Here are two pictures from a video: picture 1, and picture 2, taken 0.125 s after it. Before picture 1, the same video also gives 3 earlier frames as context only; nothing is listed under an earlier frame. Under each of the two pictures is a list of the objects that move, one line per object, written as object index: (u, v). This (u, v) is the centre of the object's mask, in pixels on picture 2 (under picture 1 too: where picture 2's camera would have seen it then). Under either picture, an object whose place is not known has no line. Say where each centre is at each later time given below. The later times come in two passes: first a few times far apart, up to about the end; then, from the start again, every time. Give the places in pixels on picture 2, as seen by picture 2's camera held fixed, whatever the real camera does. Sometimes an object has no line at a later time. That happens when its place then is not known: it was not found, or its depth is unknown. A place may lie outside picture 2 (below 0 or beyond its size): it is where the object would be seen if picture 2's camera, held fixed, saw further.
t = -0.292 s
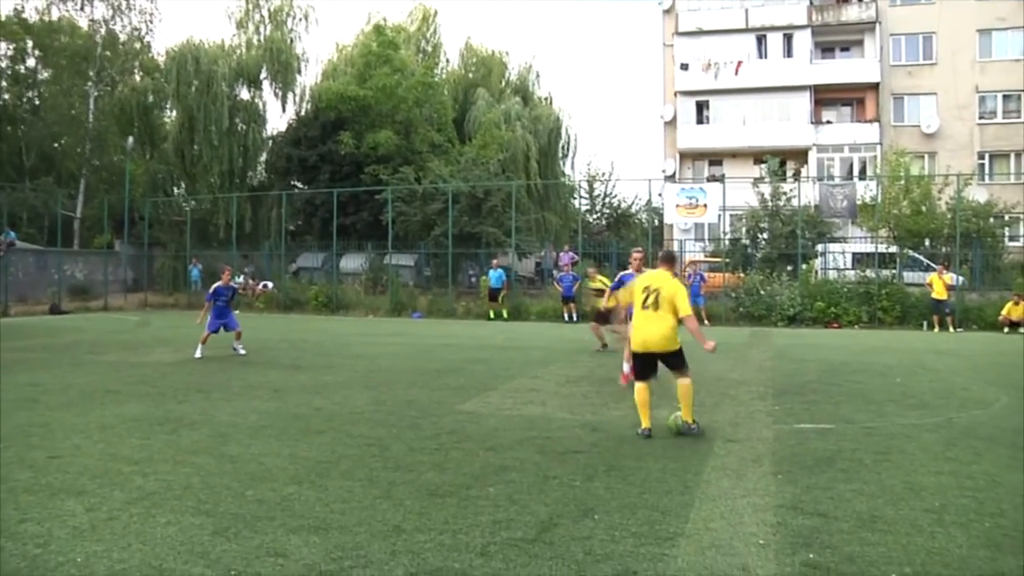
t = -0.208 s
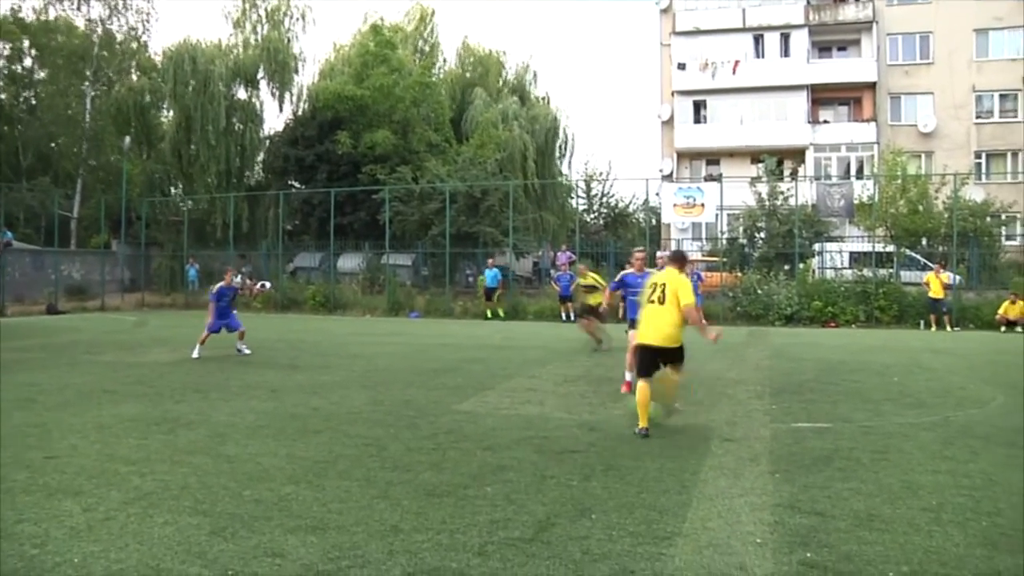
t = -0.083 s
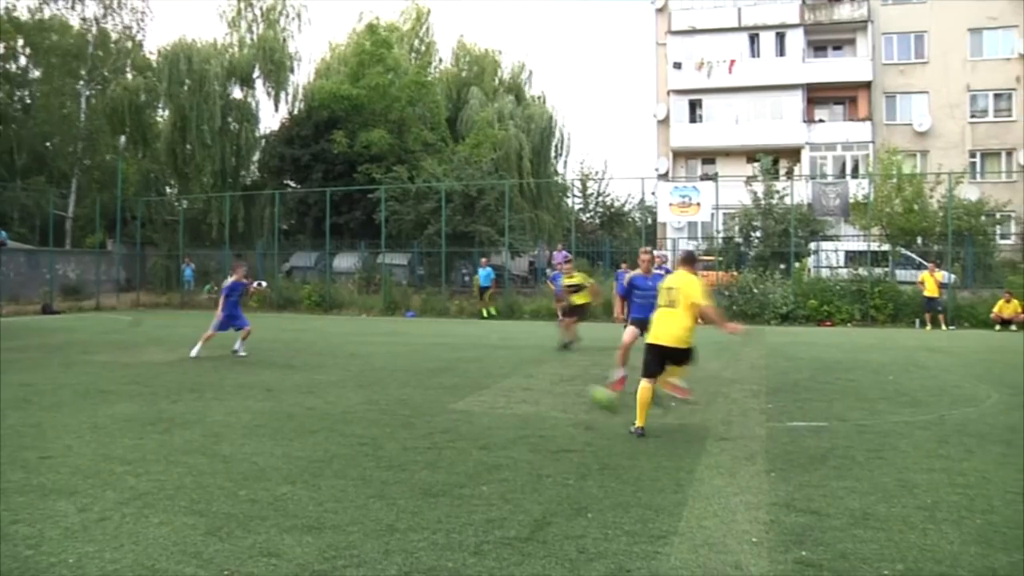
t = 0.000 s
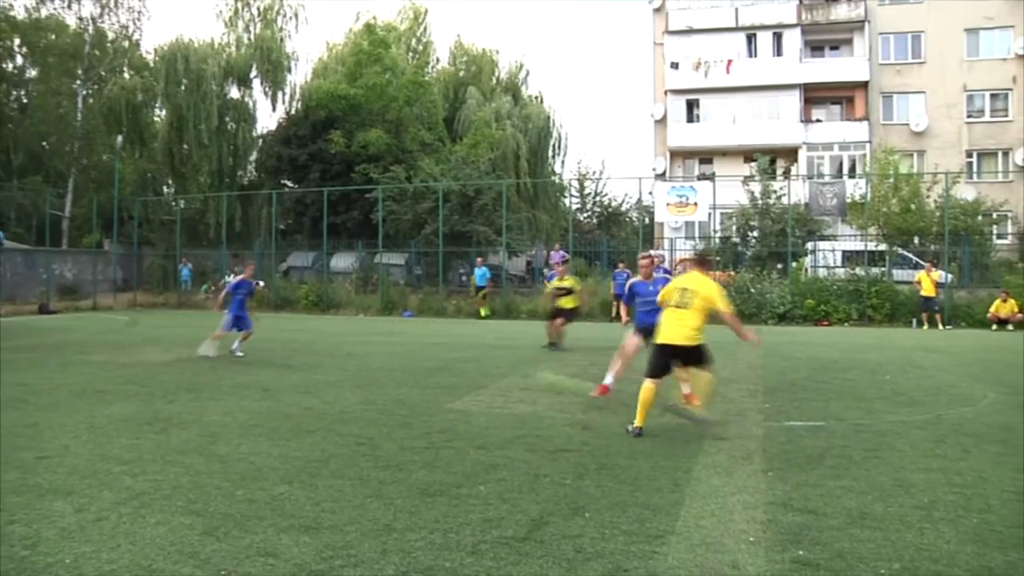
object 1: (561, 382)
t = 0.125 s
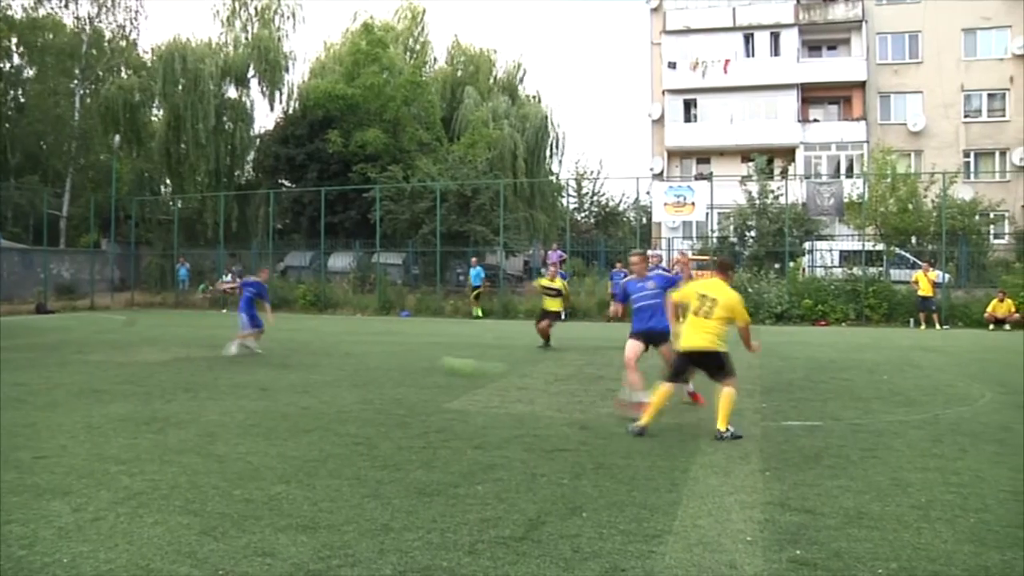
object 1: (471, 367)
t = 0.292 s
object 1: (324, 367)
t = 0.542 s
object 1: (100, 414)
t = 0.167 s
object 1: (430, 364)
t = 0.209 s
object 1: (404, 363)
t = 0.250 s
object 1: (358, 364)
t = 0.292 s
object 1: (324, 367)
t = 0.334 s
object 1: (288, 370)
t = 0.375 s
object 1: (252, 376)
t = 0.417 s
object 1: (215, 382)
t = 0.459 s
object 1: (177, 391)
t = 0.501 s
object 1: (139, 402)
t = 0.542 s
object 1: (100, 414)
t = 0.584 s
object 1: (58, 429)
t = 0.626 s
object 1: (27, 428)
